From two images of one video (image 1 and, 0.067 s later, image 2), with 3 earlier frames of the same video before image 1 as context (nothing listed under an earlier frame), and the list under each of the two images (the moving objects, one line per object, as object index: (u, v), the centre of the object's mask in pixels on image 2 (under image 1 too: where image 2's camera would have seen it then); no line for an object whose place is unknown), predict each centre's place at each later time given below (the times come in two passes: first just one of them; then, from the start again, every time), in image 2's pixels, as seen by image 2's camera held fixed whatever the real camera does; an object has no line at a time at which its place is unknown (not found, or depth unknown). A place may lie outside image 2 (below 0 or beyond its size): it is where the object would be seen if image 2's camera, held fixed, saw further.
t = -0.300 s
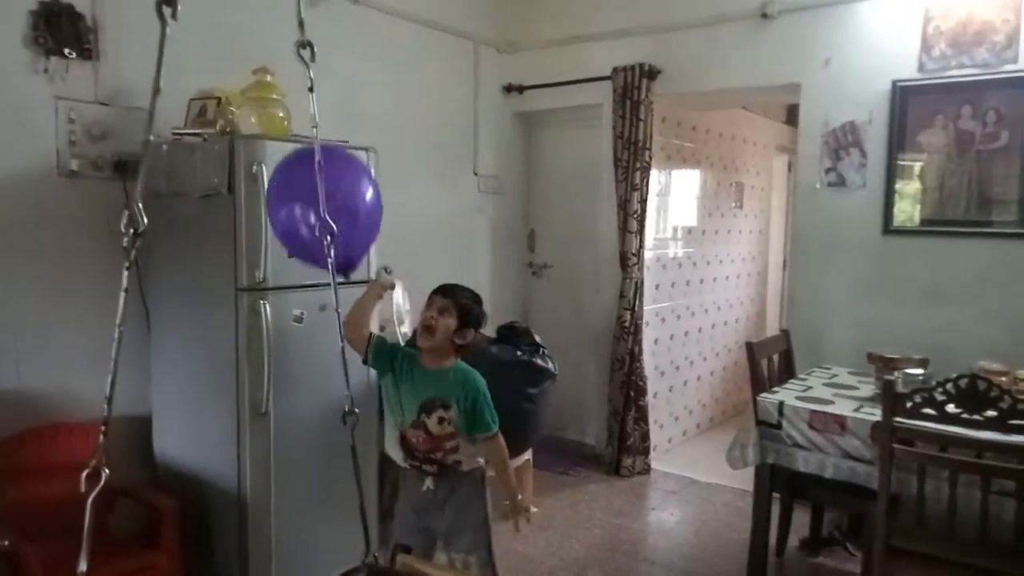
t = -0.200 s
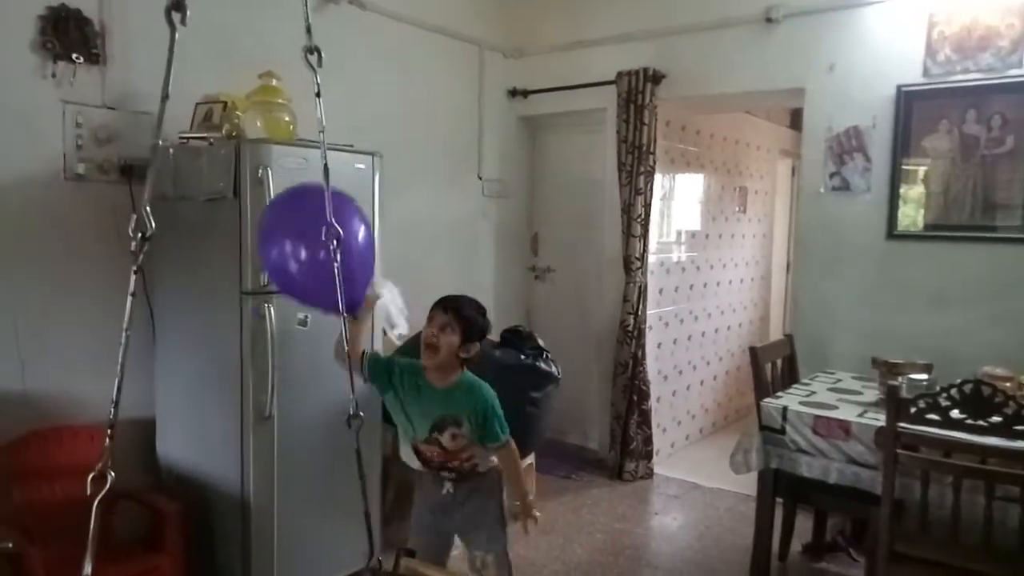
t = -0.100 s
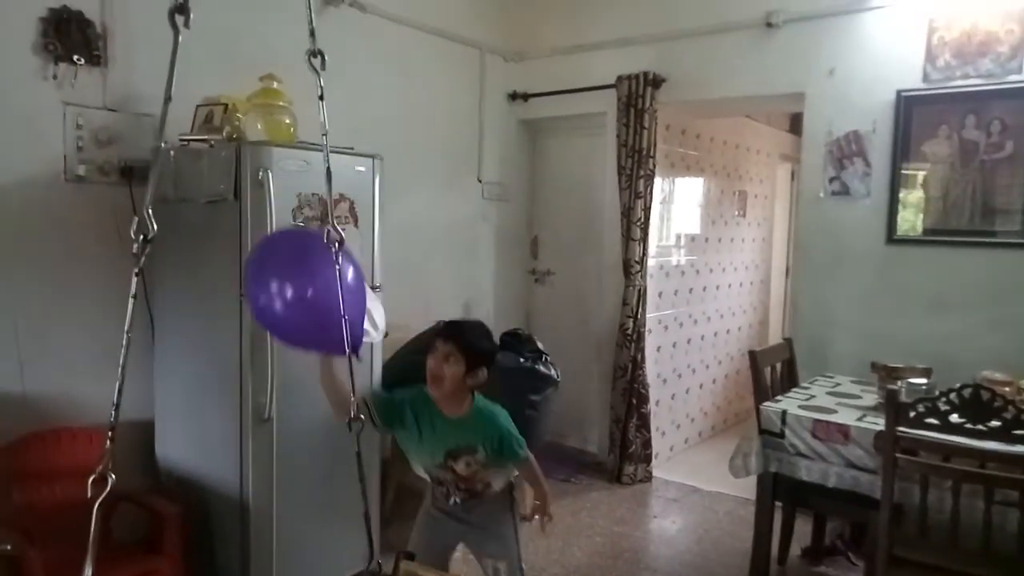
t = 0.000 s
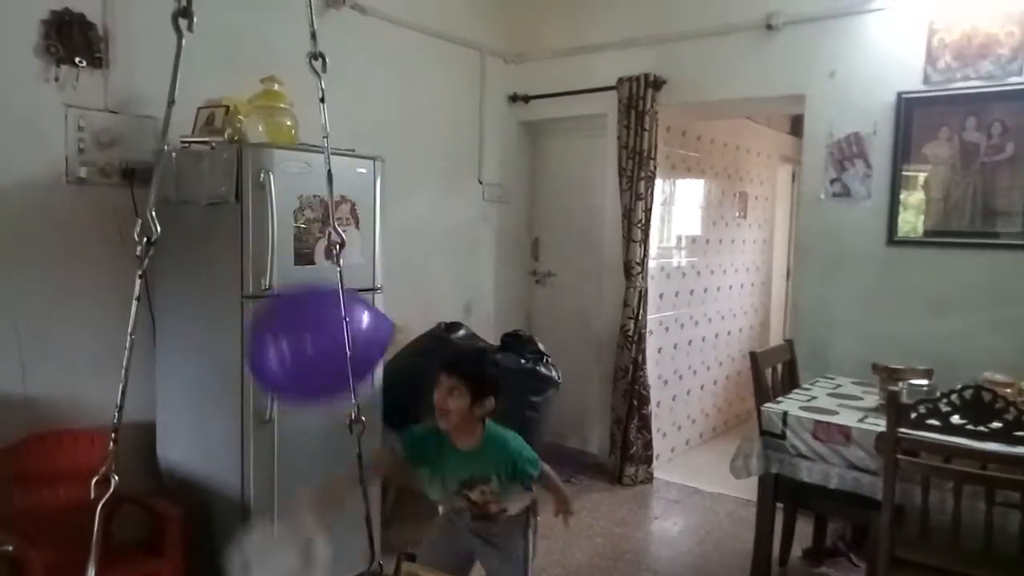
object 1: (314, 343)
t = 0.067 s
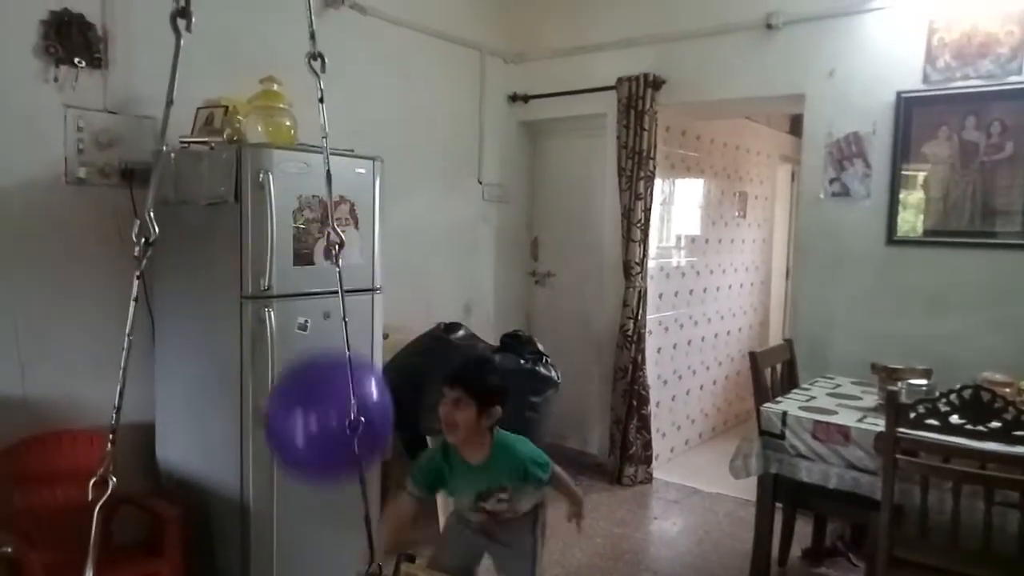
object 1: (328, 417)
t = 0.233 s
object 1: (308, 545)
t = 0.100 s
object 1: (328, 451)
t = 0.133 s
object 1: (324, 487)
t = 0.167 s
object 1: (322, 515)
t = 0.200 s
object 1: (321, 533)
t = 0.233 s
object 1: (308, 545)
